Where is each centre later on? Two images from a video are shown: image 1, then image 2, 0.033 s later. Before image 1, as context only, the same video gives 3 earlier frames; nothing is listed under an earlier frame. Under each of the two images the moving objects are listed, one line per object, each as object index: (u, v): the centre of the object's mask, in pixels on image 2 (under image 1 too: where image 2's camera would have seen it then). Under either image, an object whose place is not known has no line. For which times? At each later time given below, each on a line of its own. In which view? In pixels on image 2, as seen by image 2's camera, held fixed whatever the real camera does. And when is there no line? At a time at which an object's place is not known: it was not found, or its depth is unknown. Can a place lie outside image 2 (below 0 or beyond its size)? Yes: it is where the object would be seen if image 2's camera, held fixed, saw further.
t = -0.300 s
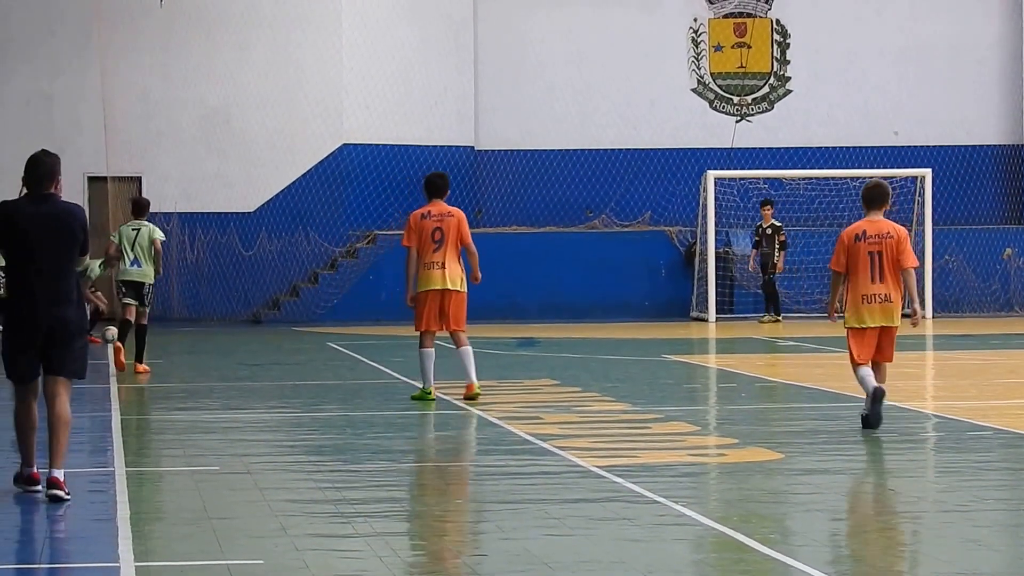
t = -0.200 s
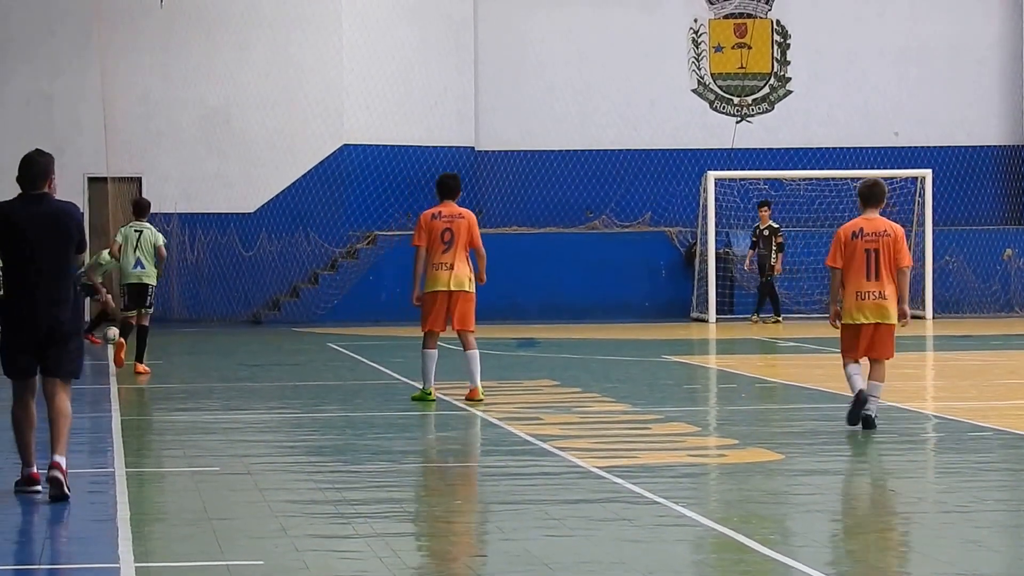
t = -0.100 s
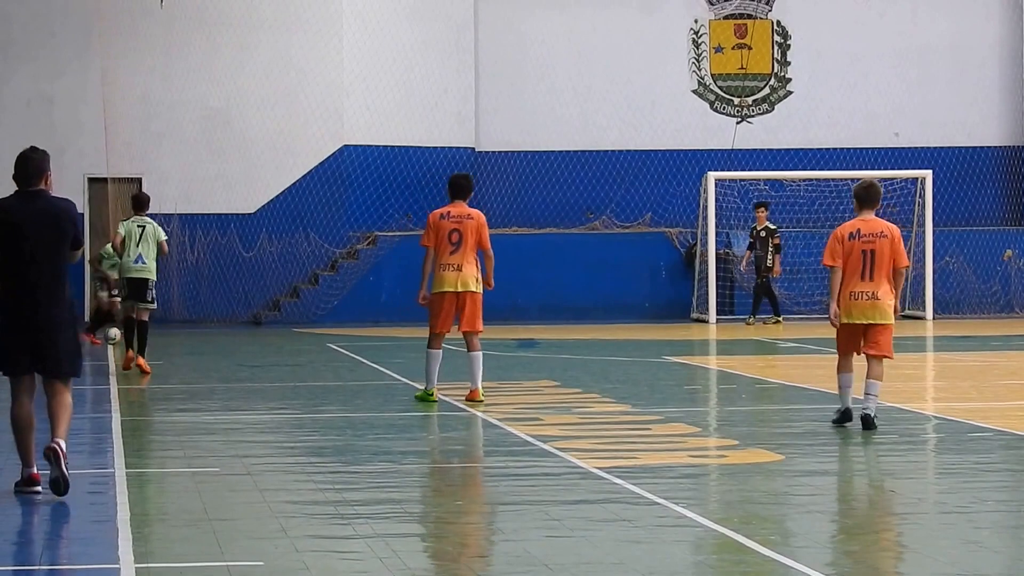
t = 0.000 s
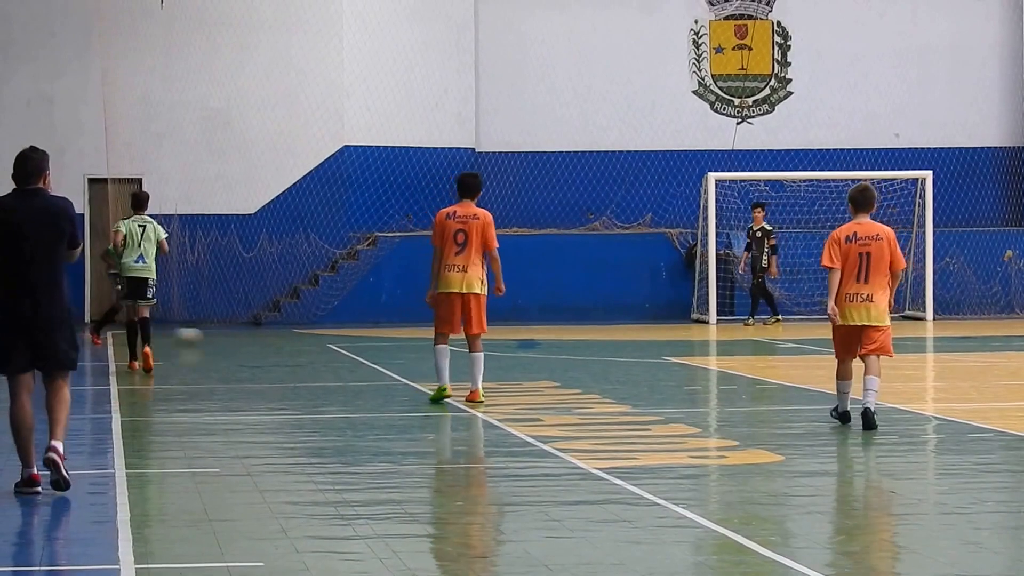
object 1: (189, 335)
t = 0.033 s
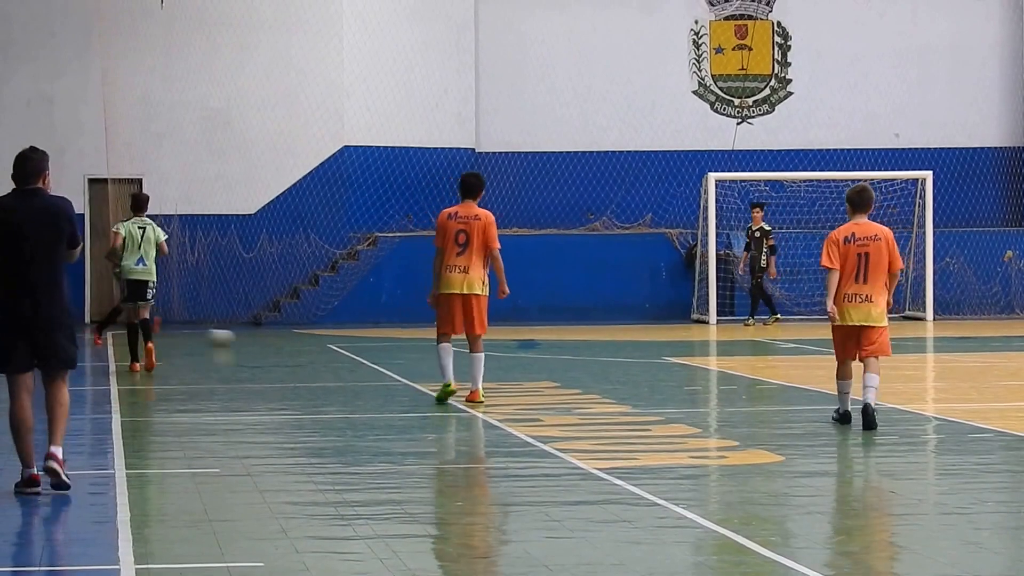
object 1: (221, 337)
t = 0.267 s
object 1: (435, 339)
